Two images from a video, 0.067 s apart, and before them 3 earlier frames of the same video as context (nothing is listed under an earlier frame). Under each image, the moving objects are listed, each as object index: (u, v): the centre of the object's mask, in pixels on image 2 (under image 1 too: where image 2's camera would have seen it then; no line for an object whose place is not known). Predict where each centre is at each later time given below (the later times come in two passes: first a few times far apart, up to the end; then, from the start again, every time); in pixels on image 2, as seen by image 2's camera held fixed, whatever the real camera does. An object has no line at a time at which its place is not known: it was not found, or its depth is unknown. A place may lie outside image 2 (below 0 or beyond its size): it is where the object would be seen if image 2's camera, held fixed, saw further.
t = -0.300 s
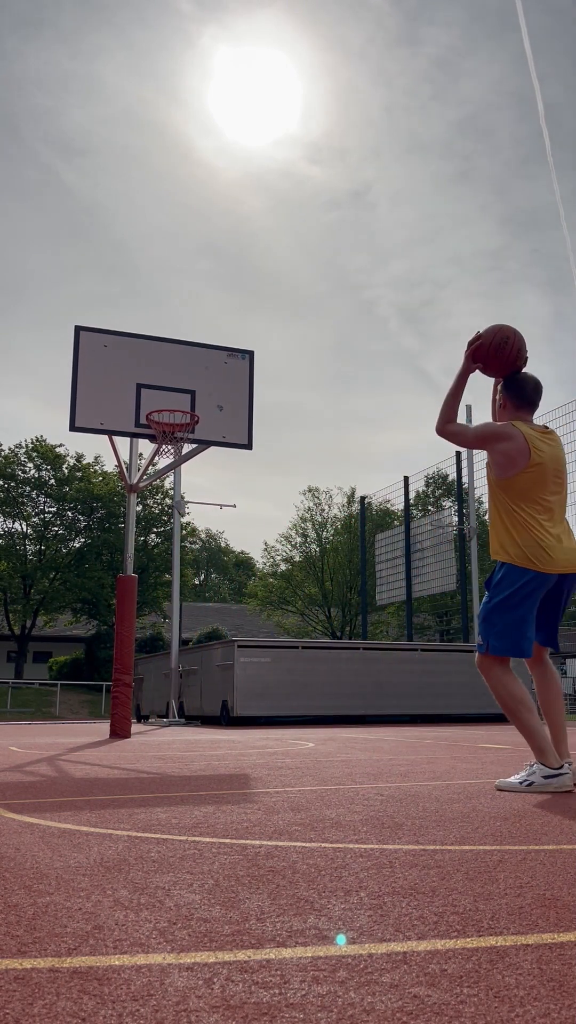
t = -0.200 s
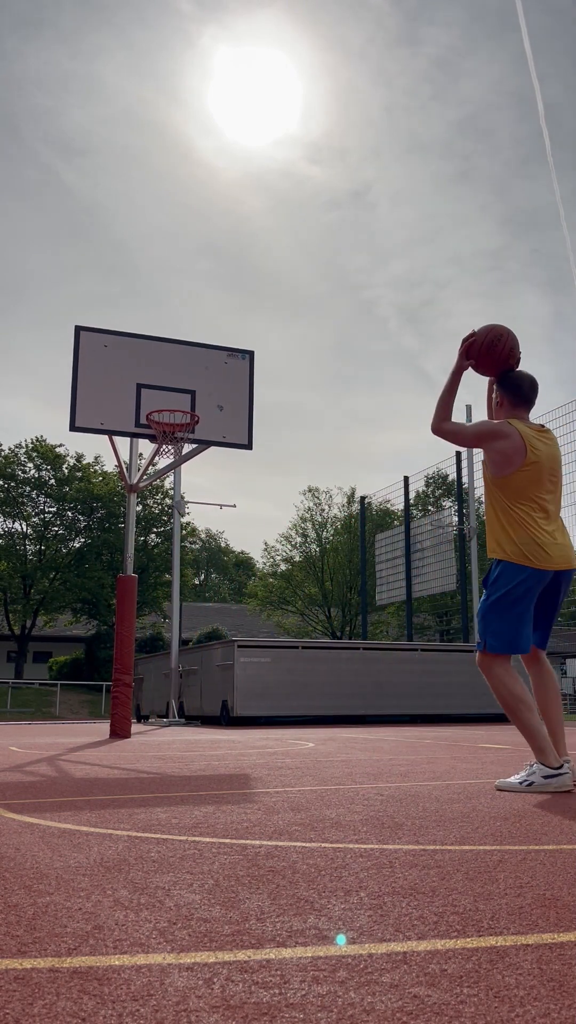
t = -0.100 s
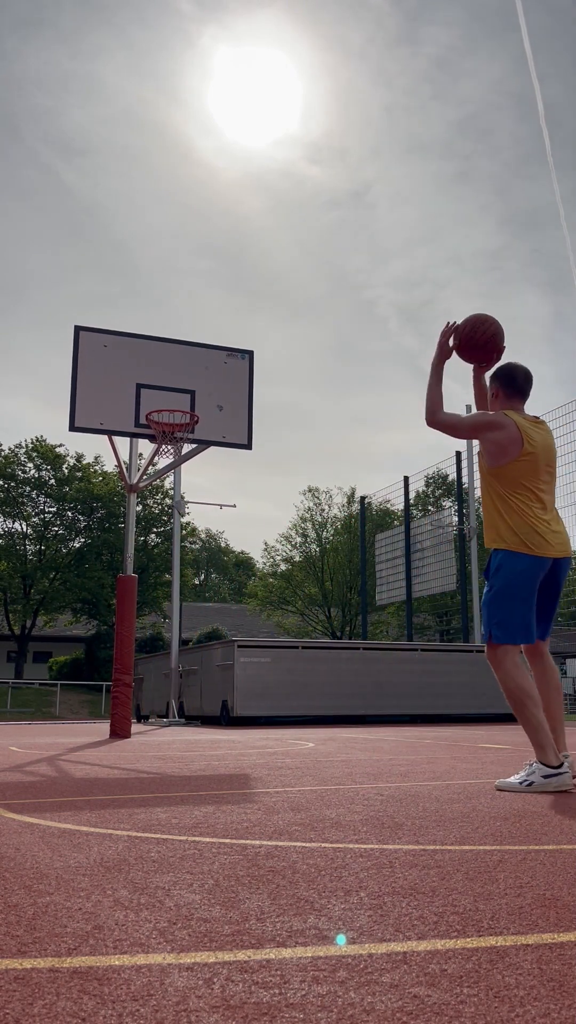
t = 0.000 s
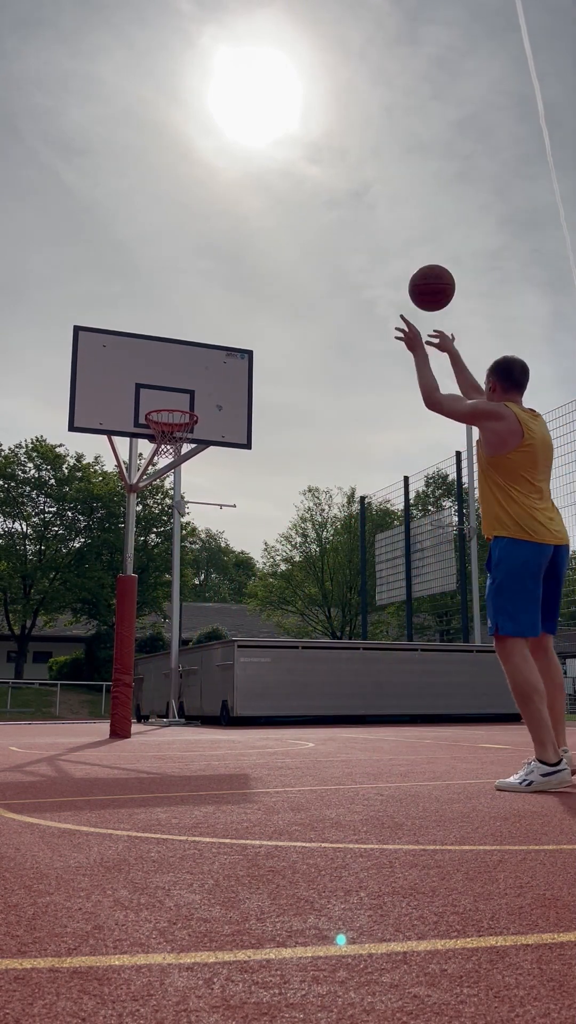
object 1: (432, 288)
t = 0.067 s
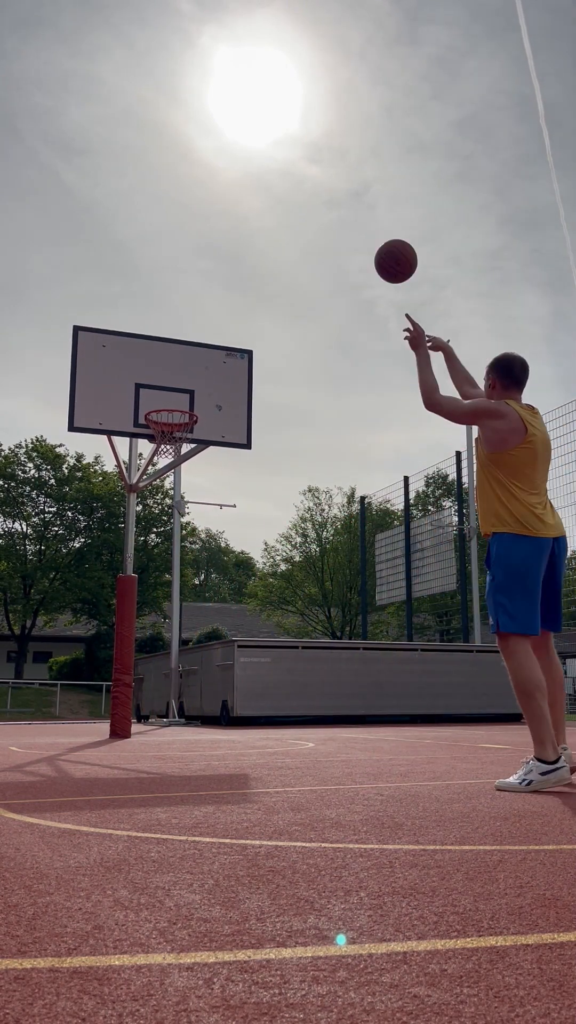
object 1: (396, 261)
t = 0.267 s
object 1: (314, 236)
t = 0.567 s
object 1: (232, 294)
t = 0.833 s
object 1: (180, 404)
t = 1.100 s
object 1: (161, 455)
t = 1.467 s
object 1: (146, 577)
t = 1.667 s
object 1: (134, 716)
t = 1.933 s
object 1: (133, 608)
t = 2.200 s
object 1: (129, 547)
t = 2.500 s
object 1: (121, 574)
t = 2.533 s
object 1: (120, 584)
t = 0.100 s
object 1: (380, 252)
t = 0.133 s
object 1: (365, 245)
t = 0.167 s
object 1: (351, 240)
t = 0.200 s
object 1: (338, 237)
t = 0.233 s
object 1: (325, 235)
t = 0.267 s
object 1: (314, 236)
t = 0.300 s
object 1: (303, 238)
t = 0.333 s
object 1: (293, 241)
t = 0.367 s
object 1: (283, 245)
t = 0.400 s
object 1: (273, 251)
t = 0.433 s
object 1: (264, 258)
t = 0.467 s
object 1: (256, 266)
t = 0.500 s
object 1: (247, 274)
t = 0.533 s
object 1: (240, 284)
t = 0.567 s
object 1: (232, 294)
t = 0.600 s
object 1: (225, 306)
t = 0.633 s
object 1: (218, 318)
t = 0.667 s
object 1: (211, 330)
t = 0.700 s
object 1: (204, 344)
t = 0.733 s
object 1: (198, 358)
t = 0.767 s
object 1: (192, 373)
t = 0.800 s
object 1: (186, 388)
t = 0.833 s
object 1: (180, 404)
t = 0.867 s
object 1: (174, 422)
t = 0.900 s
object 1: (171, 433)
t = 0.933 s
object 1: (168, 440)
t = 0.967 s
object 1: (166, 443)
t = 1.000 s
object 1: (164, 444)
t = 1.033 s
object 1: (164, 447)
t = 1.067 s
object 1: (163, 450)
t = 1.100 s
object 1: (161, 455)
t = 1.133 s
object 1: (160, 457)
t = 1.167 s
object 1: (159, 464)
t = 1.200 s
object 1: (158, 472)
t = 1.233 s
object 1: (157, 481)
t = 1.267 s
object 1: (156, 491)
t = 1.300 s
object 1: (154, 502)
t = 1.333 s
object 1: (153, 514)
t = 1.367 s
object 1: (151, 528)
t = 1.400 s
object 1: (149, 543)
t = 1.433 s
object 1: (148, 560)
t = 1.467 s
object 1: (146, 577)
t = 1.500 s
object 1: (144, 596)
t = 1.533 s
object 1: (143, 617)
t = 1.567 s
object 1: (141, 639)
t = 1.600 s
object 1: (139, 663)
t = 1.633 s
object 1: (136, 688)
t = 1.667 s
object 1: (134, 716)
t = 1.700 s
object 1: (132, 731)
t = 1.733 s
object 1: (133, 709)
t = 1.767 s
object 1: (132, 689)
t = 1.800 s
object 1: (133, 670)
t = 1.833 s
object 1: (133, 653)
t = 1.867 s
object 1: (133, 636)
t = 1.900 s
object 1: (132, 622)
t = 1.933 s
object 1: (133, 608)
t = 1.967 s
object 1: (133, 596)
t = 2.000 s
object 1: (133, 585)
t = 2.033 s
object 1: (132, 576)
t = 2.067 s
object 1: (132, 568)
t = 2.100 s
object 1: (131, 561)
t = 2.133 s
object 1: (131, 555)
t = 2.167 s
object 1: (130, 550)
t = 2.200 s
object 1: (129, 547)
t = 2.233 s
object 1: (129, 545)
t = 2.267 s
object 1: (128, 544)
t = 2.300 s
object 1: (127, 545)
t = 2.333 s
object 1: (127, 546)
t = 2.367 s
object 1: (126, 549)
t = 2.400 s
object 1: (125, 553)
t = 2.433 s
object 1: (123, 559)
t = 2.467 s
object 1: (123, 566)
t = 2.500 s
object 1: (121, 574)
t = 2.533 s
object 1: (120, 584)
